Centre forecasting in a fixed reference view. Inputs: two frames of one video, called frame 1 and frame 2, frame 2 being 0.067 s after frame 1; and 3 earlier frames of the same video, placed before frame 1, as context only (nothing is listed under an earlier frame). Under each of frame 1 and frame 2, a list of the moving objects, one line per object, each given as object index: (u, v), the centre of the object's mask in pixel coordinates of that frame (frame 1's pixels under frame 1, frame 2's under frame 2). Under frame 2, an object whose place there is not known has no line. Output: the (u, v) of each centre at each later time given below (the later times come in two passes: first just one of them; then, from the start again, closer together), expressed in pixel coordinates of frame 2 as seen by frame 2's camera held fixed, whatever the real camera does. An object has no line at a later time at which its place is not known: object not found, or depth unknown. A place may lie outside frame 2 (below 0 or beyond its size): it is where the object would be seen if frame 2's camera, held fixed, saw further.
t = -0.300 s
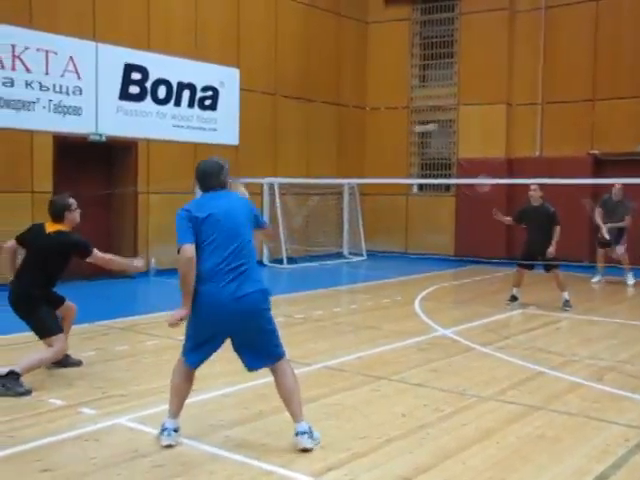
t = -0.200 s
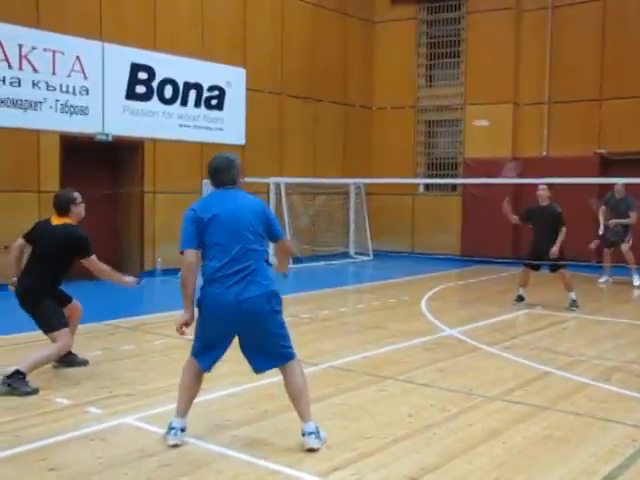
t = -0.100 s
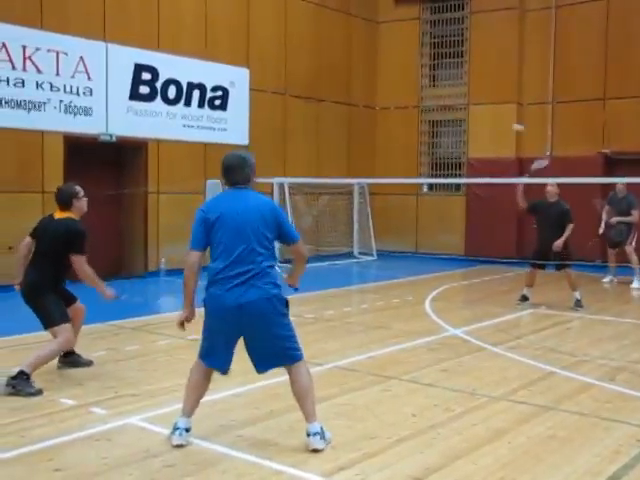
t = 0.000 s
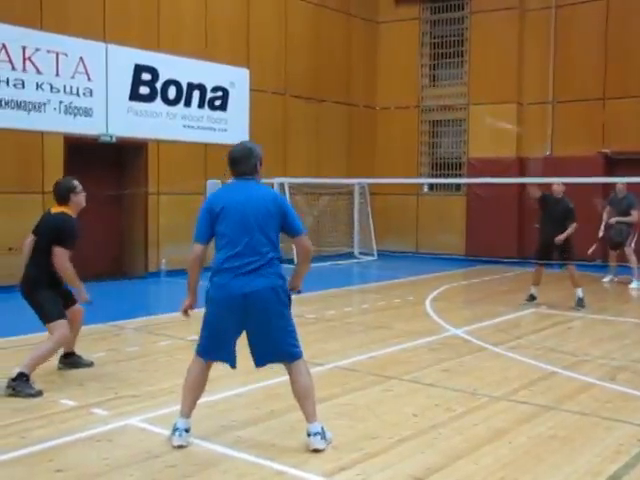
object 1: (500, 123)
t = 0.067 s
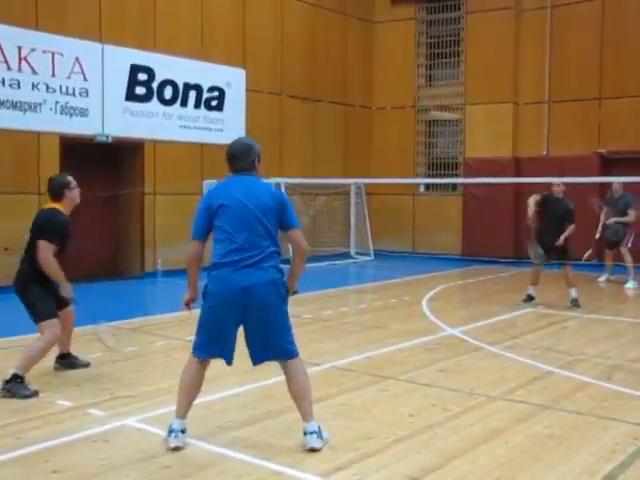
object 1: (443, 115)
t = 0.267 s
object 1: (268, 105)
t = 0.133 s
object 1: (385, 108)
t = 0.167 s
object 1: (360, 108)
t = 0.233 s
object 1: (291, 104)
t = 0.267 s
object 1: (268, 105)
